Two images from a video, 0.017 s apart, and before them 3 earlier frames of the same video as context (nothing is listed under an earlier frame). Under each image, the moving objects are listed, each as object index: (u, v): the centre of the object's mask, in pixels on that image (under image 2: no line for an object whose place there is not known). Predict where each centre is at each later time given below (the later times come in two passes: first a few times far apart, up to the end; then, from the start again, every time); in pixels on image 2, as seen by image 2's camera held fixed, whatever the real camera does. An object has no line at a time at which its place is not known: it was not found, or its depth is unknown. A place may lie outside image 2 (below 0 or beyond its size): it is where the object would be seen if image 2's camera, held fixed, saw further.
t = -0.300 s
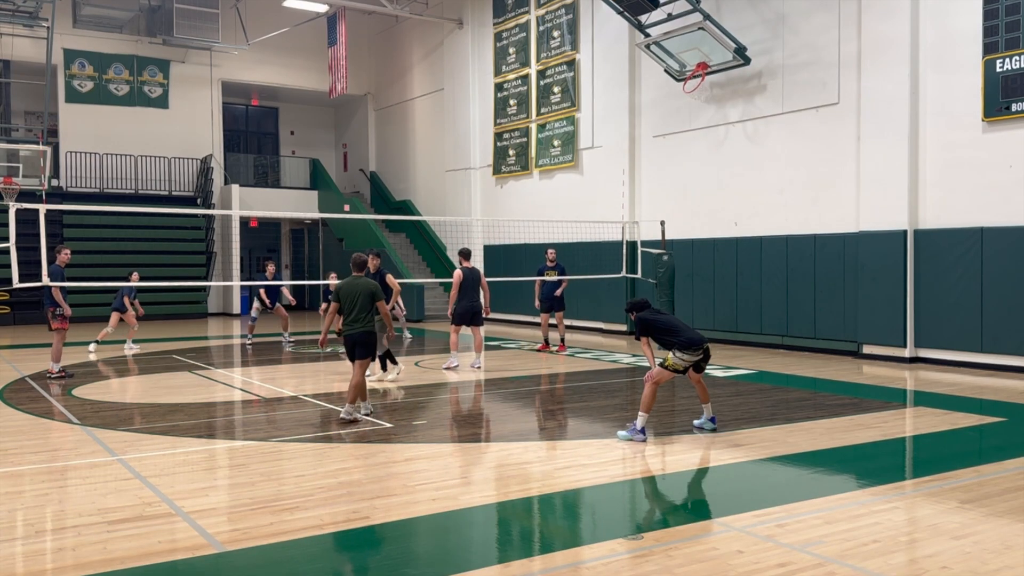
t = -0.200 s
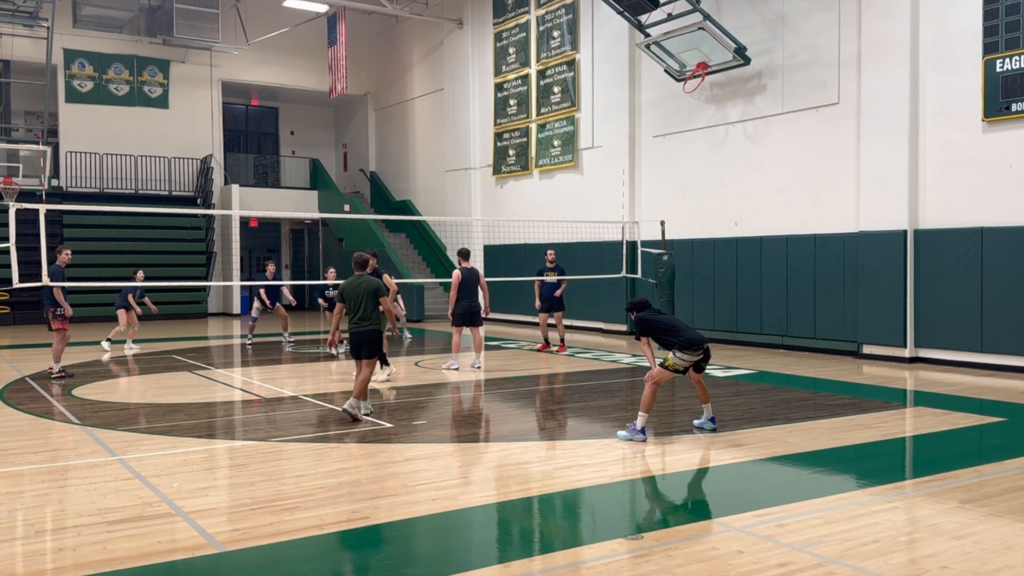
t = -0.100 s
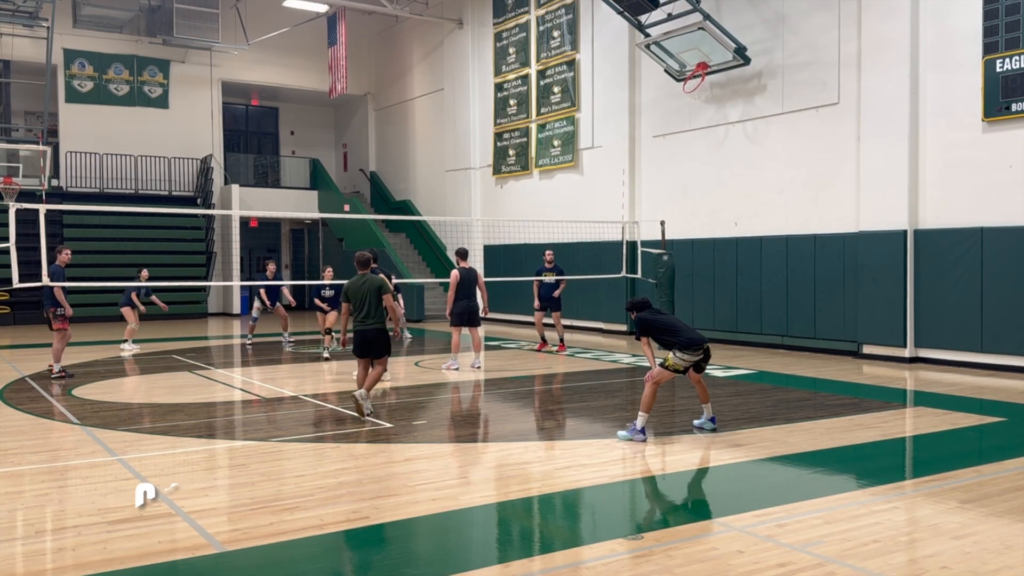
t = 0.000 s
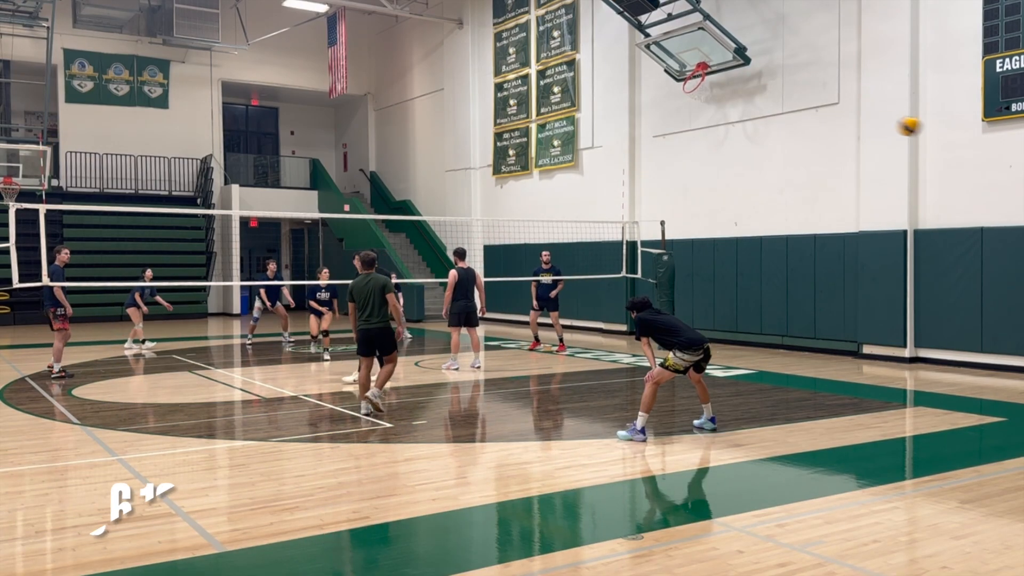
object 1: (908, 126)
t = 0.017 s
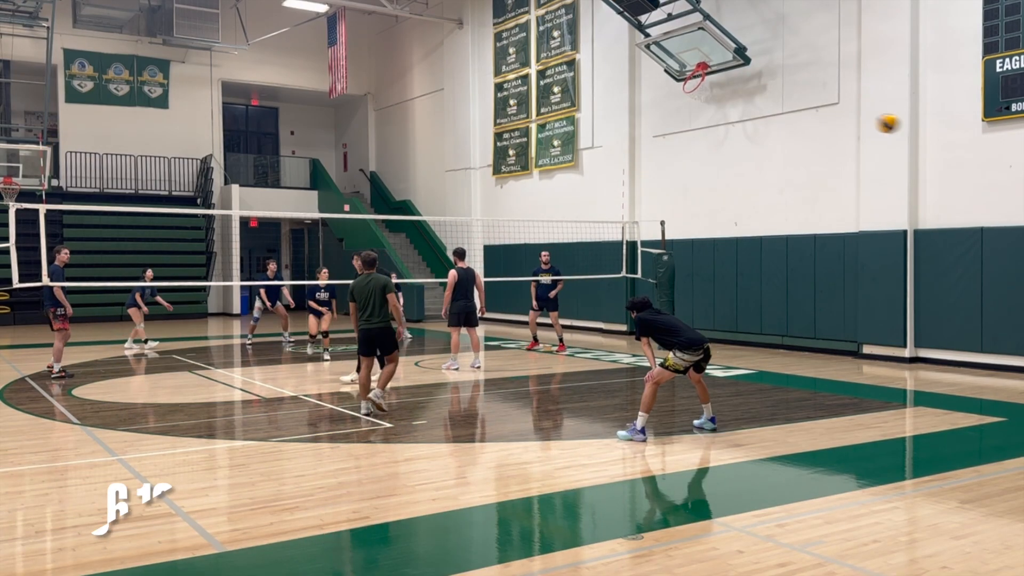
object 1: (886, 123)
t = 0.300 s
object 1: (621, 117)
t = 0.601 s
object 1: (459, 167)
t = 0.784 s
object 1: (392, 208)
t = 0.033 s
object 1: (867, 120)
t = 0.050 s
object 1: (847, 119)
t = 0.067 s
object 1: (828, 117)
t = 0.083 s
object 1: (809, 116)
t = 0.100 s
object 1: (792, 114)
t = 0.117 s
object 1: (775, 113)
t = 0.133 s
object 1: (759, 112)
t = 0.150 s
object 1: (742, 112)
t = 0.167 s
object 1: (727, 112)
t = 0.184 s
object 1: (712, 112)
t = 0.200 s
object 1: (698, 112)
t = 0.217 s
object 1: (684, 112)
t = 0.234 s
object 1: (671, 113)
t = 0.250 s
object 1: (658, 114)
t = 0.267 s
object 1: (645, 115)
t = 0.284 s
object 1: (633, 115)
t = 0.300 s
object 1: (621, 117)
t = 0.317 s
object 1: (610, 118)
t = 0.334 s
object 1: (599, 119)
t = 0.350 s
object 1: (588, 121)
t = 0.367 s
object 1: (578, 122)
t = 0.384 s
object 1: (568, 125)
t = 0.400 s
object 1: (558, 128)
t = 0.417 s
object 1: (548, 131)
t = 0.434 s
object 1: (540, 133)
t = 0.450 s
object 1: (530, 137)
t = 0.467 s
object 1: (522, 140)
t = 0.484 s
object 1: (513, 143)
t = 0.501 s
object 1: (504, 147)
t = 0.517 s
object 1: (497, 149)
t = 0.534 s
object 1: (489, 153)
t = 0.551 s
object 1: (481, 157)
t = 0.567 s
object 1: (473, 160)
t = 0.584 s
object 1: (466, 164)
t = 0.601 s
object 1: (459, 167)
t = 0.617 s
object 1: (452, 171)
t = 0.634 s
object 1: (446, 174)
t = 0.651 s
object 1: (439, 178)
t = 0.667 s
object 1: (433, 181)
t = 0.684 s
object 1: (426, 185)
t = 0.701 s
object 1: (420, 189)
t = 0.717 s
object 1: (414, 192)
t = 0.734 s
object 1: (408, 196)
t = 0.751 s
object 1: (403, 200)
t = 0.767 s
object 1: (397, 204)
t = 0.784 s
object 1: (392, 208)
